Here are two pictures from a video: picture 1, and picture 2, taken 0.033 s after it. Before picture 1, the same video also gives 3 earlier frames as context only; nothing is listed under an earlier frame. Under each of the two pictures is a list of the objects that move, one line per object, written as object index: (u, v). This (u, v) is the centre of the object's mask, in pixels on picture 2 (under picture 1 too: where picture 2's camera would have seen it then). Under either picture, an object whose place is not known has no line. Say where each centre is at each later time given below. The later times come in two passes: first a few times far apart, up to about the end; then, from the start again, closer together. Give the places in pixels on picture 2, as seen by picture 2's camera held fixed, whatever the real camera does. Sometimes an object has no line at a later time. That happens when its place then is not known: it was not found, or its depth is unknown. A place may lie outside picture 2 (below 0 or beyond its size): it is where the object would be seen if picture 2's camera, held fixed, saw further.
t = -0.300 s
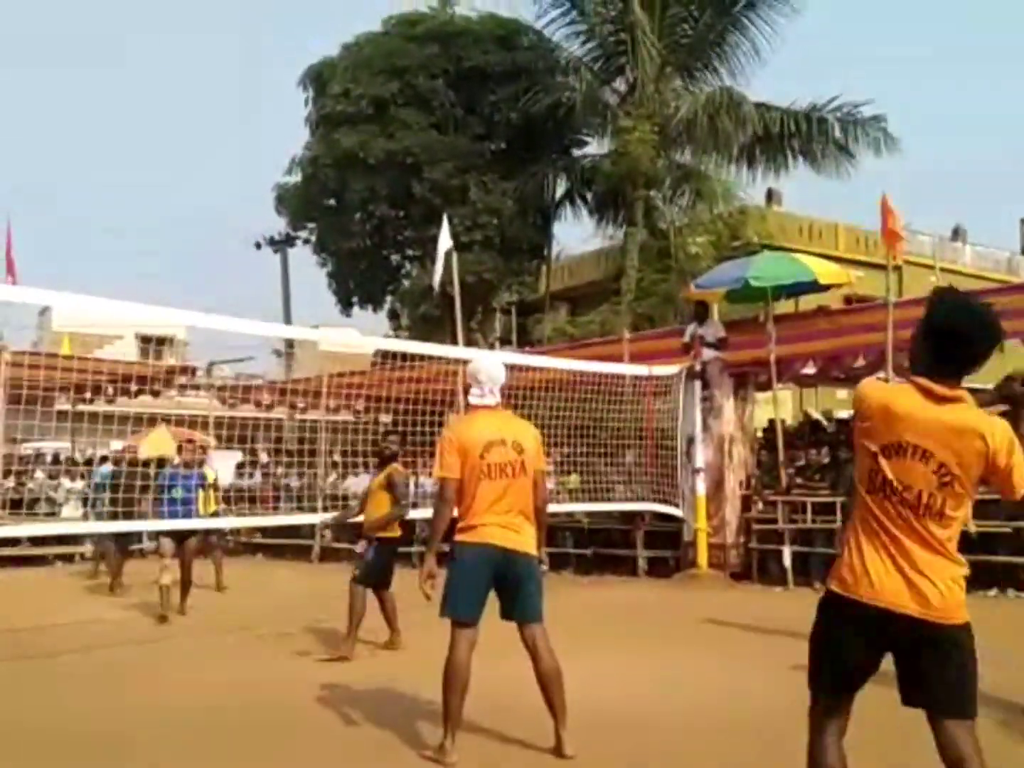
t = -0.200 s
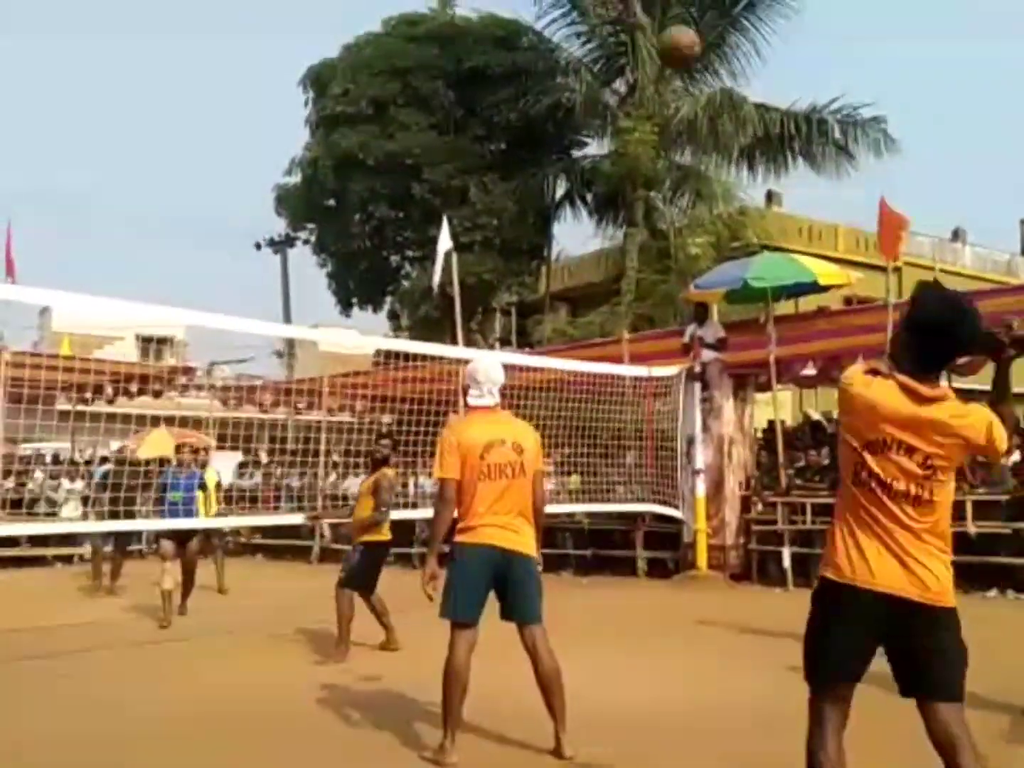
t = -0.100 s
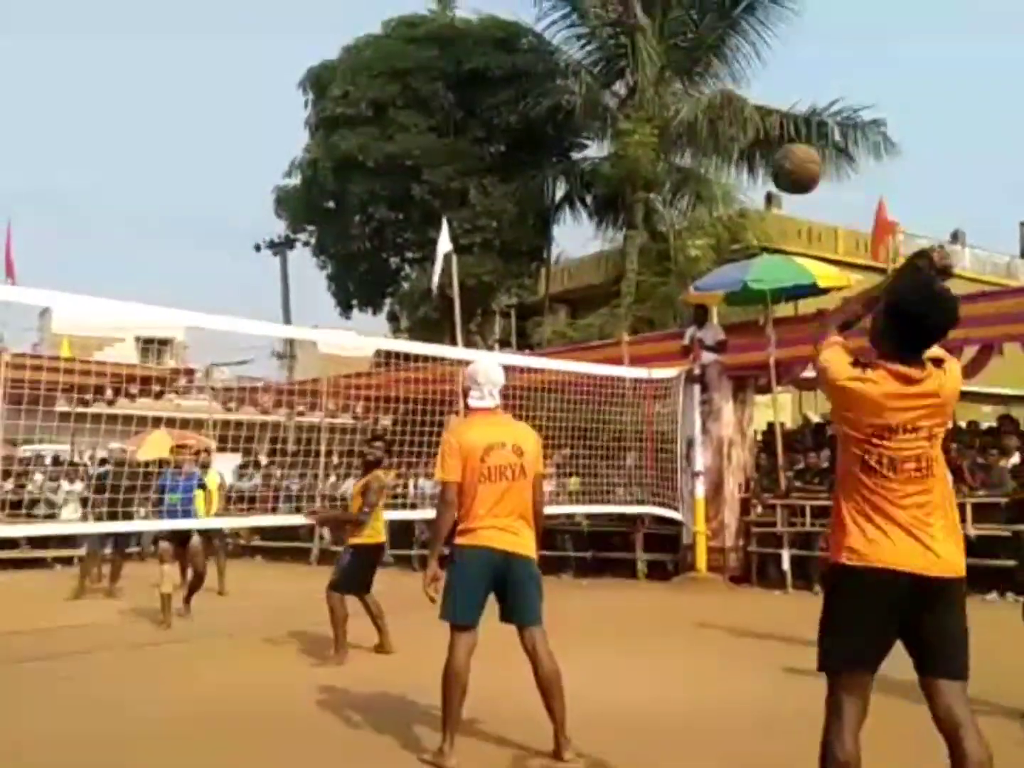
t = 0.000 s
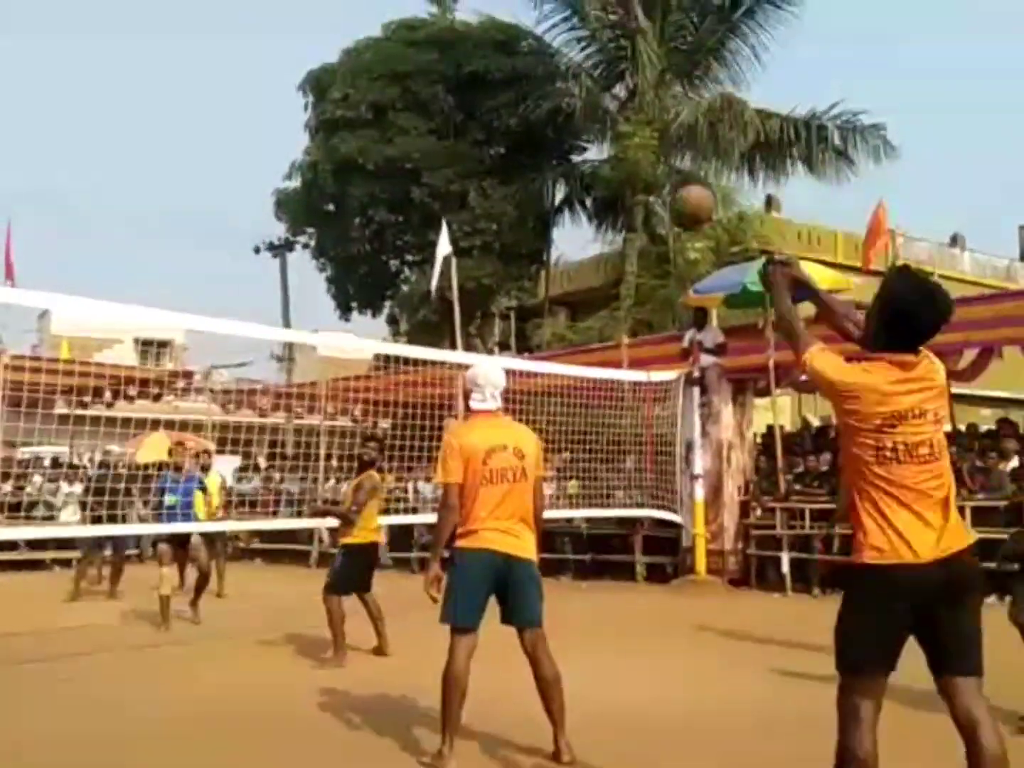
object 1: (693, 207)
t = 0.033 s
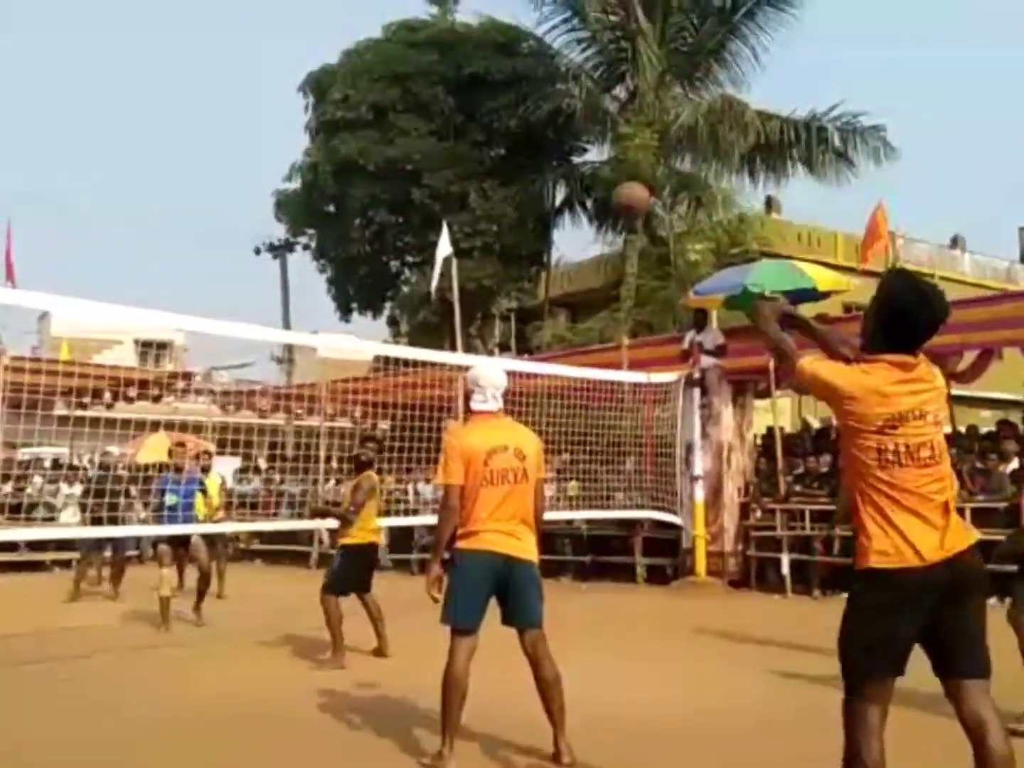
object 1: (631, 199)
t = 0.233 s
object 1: (407, 223)
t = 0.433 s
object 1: (293, 292)
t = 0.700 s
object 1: (207, 407)
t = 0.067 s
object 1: (578, 199)
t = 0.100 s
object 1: (535, 199)
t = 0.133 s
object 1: (496, 202)
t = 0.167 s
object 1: (462, 206)
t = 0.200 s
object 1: (433, 214)
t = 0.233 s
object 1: (407, 223)
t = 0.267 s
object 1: (383, 232)
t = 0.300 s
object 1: (361, 243)
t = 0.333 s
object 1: (342, 253)
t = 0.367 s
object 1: (324, 266)
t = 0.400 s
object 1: (308, 278)
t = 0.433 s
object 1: (293, 292)
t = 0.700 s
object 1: (207, 407)
